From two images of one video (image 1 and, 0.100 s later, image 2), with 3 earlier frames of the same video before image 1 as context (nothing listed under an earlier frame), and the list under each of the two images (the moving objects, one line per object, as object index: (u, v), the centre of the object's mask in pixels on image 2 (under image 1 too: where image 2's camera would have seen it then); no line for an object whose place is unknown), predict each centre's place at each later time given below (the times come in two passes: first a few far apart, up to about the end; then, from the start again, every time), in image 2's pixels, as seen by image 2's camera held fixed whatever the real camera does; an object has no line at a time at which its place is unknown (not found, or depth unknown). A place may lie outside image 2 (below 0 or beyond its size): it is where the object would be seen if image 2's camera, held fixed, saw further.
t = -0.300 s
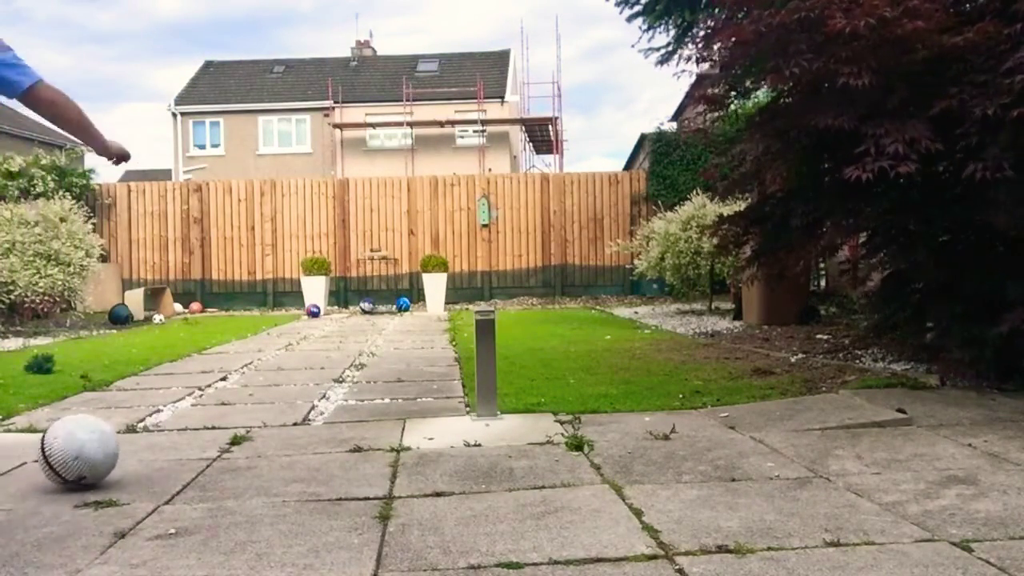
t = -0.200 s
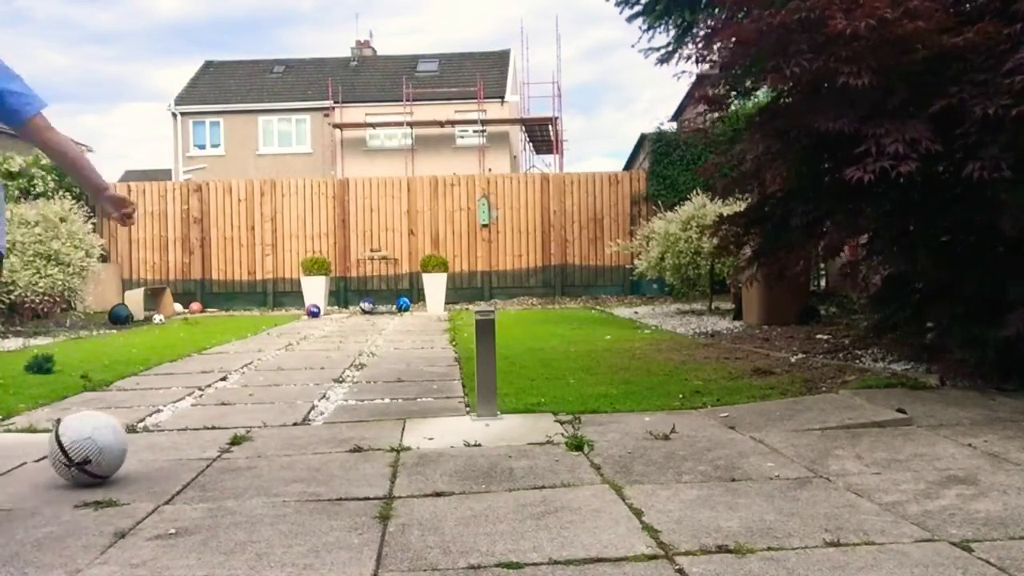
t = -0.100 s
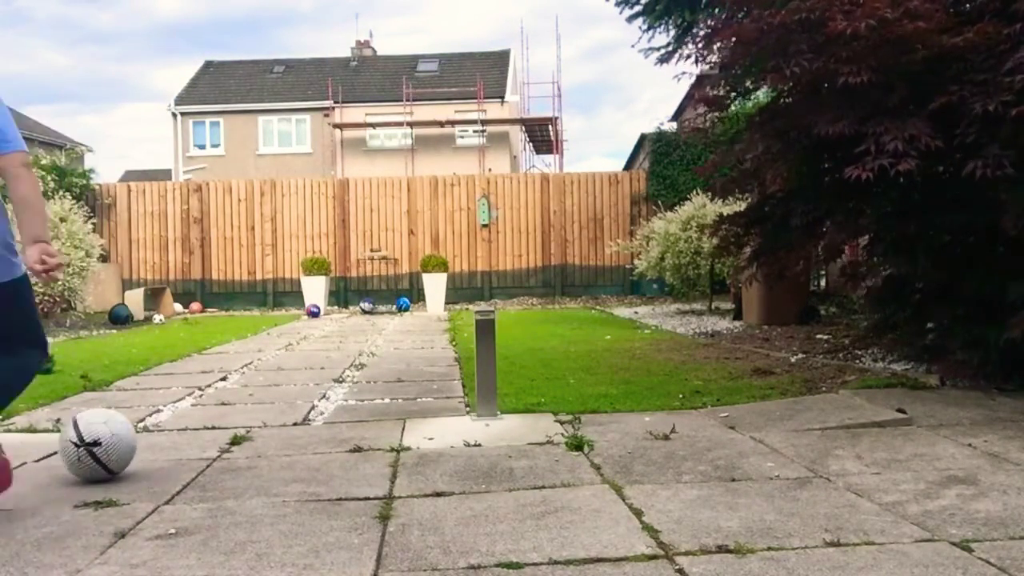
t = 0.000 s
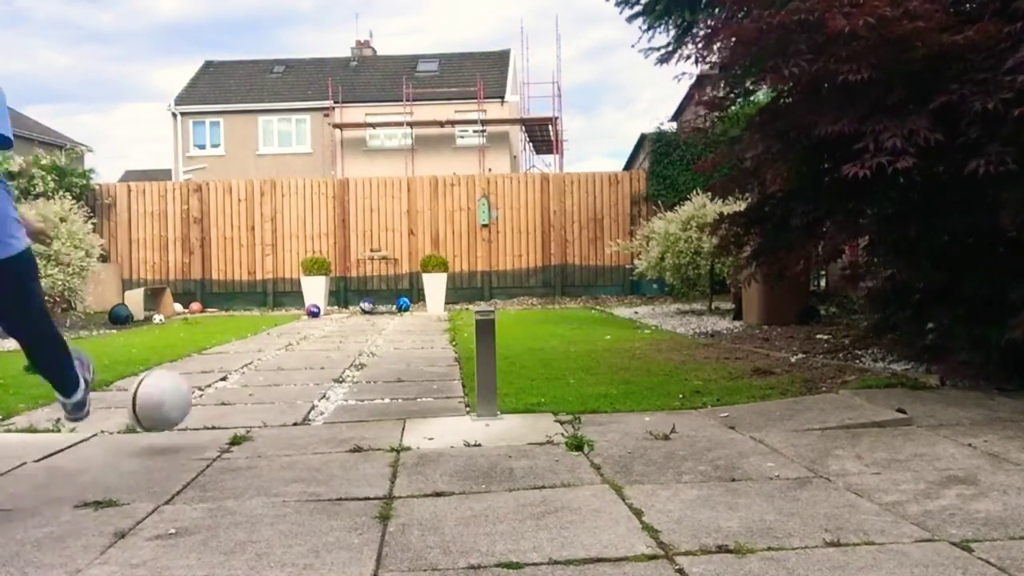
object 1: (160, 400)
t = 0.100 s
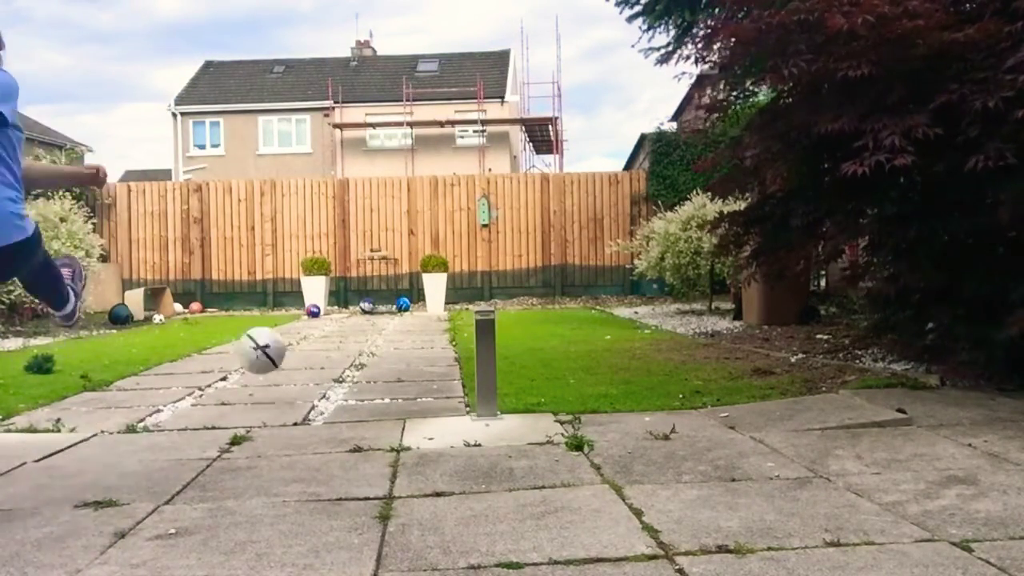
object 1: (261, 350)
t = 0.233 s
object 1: (340, 339)
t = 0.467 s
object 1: (404, 307)
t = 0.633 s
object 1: (429, 307)
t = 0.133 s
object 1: (284, 344)
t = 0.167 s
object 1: (306, 340)
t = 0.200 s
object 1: (323, 338)
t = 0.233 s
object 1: (340, 339)
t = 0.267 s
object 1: (354, 343)
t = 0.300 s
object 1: (367, 347)
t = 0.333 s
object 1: (377, 338)
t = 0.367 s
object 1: (384, 328)
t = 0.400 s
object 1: (391, 319)
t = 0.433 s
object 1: (398, 312)
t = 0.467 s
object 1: (404, 307)
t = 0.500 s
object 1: (410, 304)
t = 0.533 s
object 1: (415, 303)
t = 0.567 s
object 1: (421, 303)
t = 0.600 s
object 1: (426, 304)
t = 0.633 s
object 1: (429, 307)
